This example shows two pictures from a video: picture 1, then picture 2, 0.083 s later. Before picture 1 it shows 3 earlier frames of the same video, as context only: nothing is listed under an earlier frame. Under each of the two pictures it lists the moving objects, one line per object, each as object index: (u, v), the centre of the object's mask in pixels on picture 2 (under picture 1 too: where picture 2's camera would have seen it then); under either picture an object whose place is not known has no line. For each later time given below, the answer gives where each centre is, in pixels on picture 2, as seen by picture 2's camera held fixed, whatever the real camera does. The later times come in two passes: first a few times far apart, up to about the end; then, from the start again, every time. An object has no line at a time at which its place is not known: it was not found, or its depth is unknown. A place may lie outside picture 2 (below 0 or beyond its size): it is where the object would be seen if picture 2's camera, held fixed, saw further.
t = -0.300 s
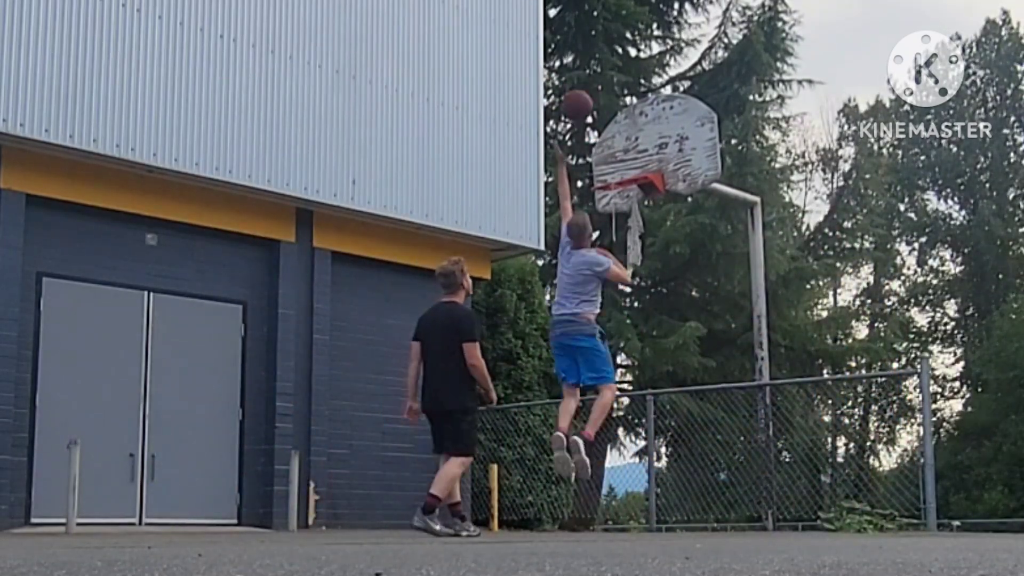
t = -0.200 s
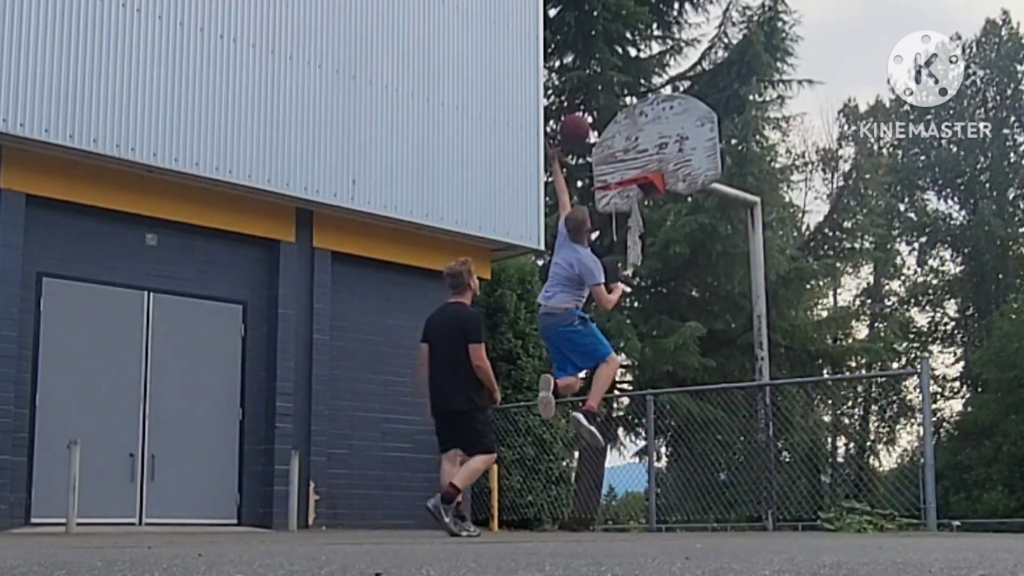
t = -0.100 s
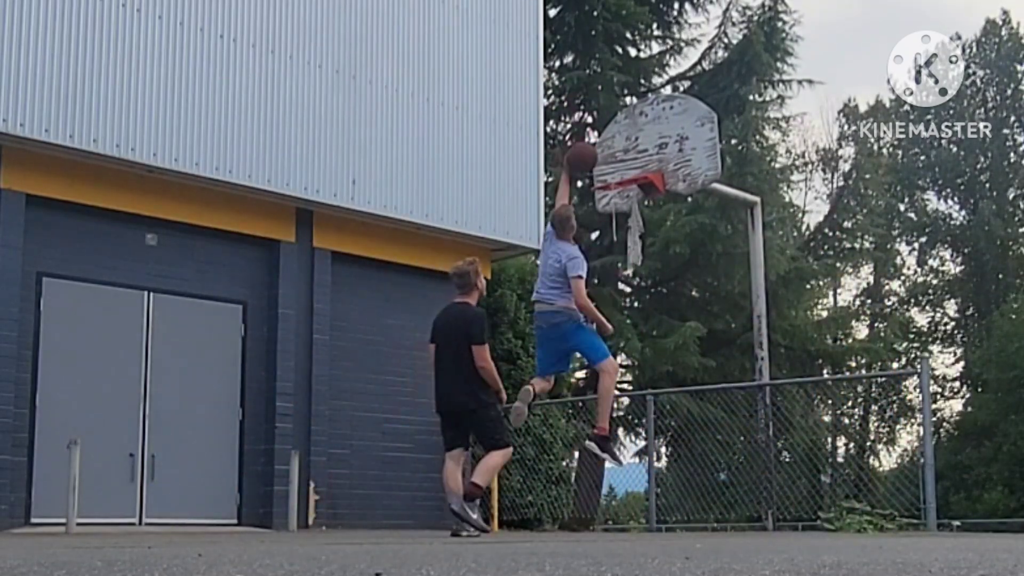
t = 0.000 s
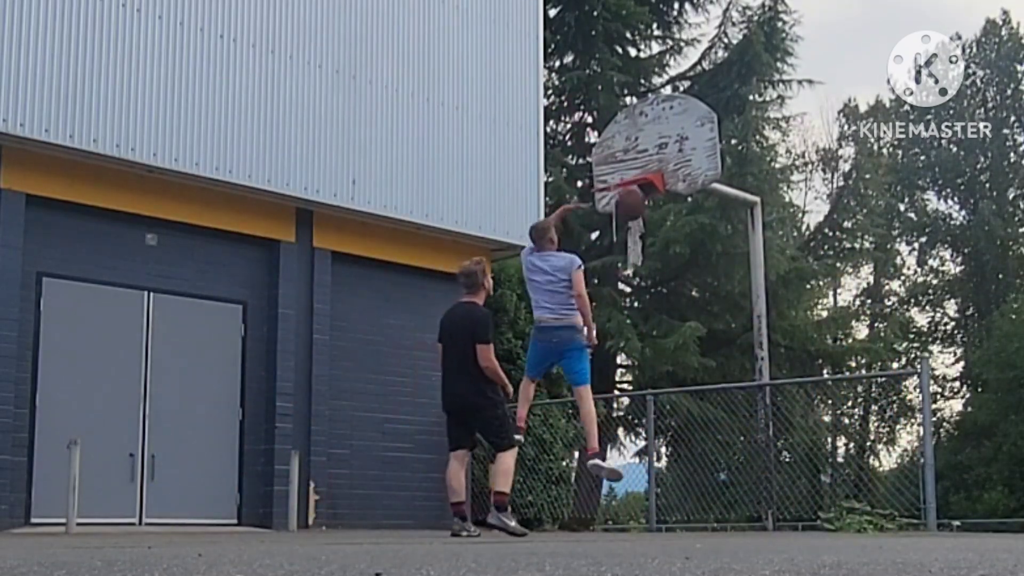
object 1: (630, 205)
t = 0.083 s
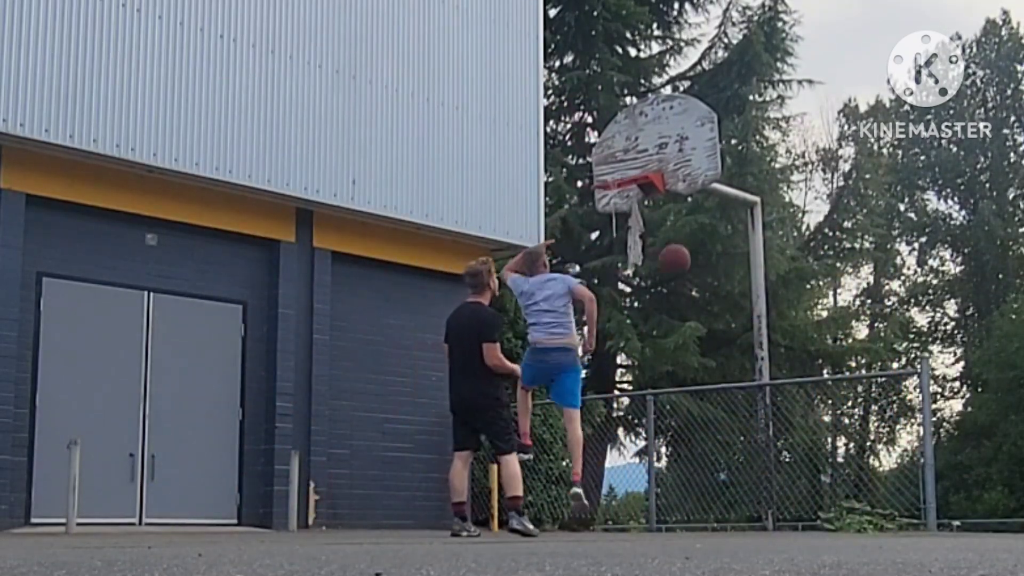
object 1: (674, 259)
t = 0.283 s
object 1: (786, 437)
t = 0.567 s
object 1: (873, 357)
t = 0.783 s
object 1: (921, 247)
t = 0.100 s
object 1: (683, 271)
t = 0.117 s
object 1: (693, 283)
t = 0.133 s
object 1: (702, 297)
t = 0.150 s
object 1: (711, 310)
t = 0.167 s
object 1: (720, 325)
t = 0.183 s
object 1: (729, 339)
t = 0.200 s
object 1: (739, 354)
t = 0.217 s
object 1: (747, 371)
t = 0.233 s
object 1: (757, 387)
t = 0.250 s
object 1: (767, 403)
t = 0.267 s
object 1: (776, 420)
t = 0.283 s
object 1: (786, 437)
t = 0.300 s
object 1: (795, 455)
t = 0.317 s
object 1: (806, 474)
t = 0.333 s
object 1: (816, 493)
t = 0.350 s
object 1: (827, 513)
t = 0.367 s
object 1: (832, 516)
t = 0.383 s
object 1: (835, 501)
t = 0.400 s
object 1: (839, 486)
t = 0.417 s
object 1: (843, 471)
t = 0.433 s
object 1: (846, 458)
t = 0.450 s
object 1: (849, 443)
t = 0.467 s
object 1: (853, 429)
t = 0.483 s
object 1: (856, 416)
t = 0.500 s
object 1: (860, 404)
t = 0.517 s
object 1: (863, 391)
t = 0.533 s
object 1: (867, 380)
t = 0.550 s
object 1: (870, 367)
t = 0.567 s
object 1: (873, 357)
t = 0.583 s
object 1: (878, 346)
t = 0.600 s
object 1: (881, 336)
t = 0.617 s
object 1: (884, 327)
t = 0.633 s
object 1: (887, 317)
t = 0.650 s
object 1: (891, 308)
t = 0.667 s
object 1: (894, 299)
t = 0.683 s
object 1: (898, 290)
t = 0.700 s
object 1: (902, 283)
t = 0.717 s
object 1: (905, 275)
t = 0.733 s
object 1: (909, 267)
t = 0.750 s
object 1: (913, 261)
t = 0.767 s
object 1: (916, 254)
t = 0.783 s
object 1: (921, 247)
